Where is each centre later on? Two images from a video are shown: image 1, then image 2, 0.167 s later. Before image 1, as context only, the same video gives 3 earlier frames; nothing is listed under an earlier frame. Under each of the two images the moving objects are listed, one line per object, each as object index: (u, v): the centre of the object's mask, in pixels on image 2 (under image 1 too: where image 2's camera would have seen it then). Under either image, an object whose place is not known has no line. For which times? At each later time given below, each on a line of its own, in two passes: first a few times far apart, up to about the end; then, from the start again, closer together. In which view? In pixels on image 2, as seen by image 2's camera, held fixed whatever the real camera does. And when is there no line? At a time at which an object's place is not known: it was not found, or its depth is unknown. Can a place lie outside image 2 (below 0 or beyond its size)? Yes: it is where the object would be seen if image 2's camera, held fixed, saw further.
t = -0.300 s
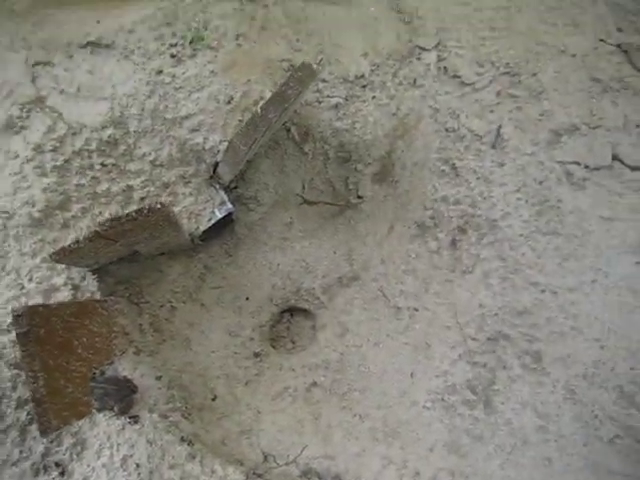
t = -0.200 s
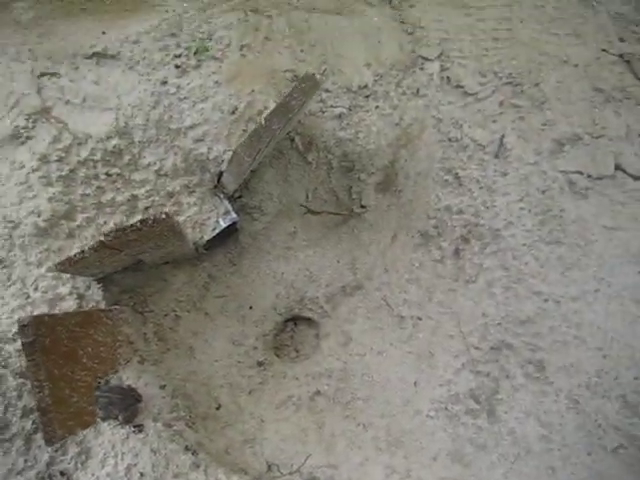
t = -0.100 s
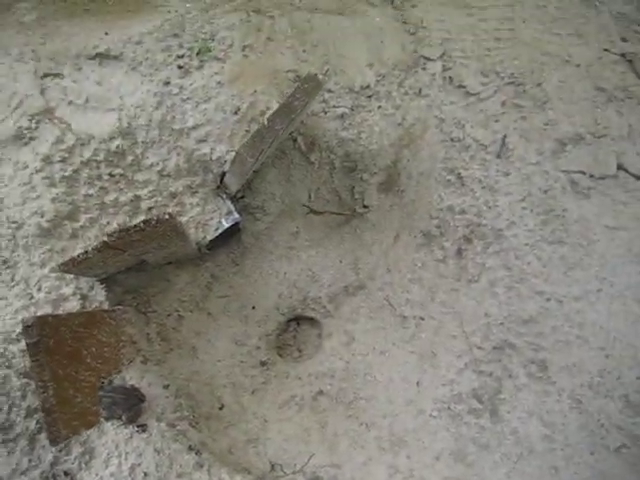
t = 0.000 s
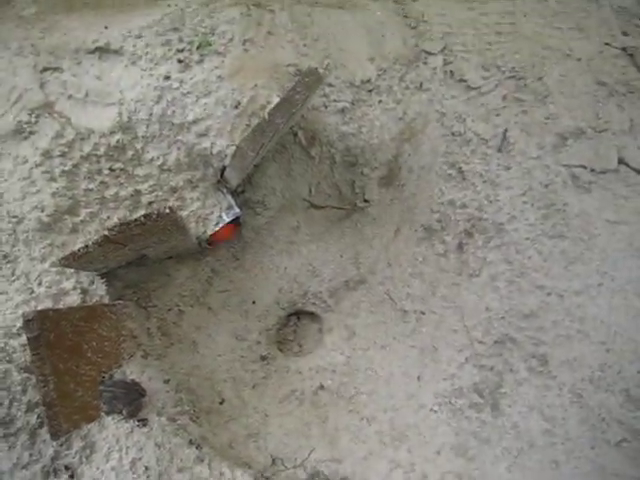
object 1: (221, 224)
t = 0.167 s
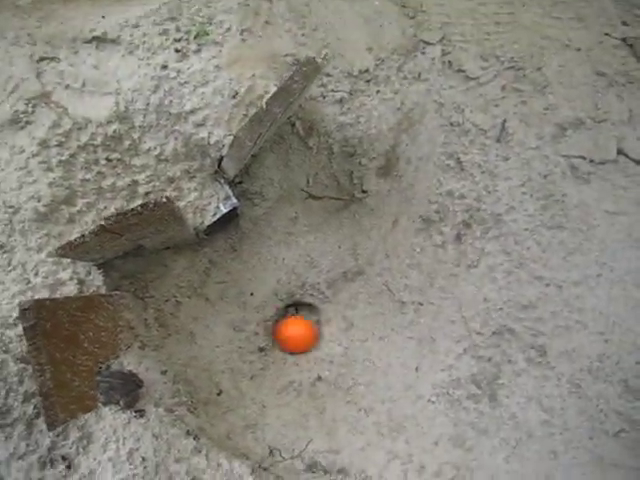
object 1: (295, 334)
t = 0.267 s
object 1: (340, 319)
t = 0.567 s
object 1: (325, 324)
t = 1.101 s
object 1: (293, 329)
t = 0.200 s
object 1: (315, 329)
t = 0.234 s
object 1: (330, 324)
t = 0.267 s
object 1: (340, 319)
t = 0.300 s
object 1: (349, 314)
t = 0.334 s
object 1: (353, 312)
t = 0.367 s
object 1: (356, 310)
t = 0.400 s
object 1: (355, 310)
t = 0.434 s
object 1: (354, 311)
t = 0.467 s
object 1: (350, 313)
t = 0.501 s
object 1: (344, 315)
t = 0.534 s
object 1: (336, 319)
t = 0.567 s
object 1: (325, 324)
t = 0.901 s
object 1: (294, 328)
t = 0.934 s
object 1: (294, 329)
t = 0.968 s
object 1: (293, 329)
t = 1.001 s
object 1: (293, 329)
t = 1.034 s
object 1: (293, 329)
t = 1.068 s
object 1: (293, 329)
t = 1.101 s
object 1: (293, 329)
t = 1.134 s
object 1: (292, 329)
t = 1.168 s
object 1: (292, 330)
